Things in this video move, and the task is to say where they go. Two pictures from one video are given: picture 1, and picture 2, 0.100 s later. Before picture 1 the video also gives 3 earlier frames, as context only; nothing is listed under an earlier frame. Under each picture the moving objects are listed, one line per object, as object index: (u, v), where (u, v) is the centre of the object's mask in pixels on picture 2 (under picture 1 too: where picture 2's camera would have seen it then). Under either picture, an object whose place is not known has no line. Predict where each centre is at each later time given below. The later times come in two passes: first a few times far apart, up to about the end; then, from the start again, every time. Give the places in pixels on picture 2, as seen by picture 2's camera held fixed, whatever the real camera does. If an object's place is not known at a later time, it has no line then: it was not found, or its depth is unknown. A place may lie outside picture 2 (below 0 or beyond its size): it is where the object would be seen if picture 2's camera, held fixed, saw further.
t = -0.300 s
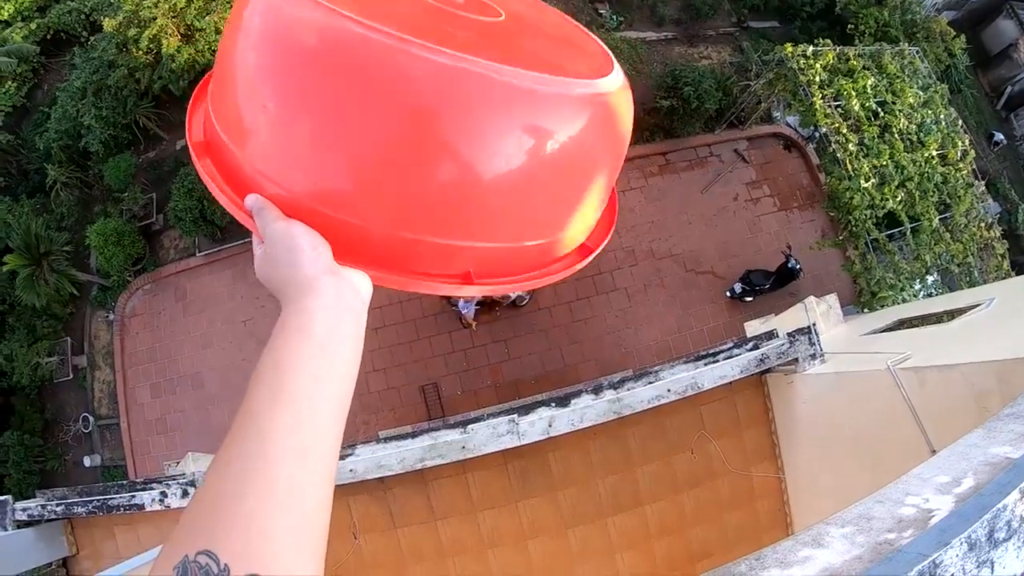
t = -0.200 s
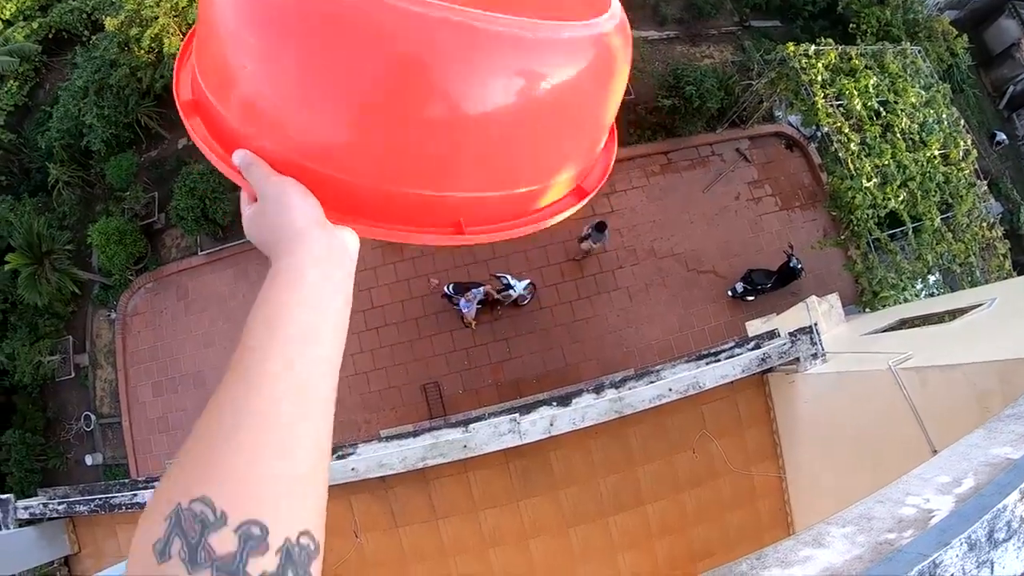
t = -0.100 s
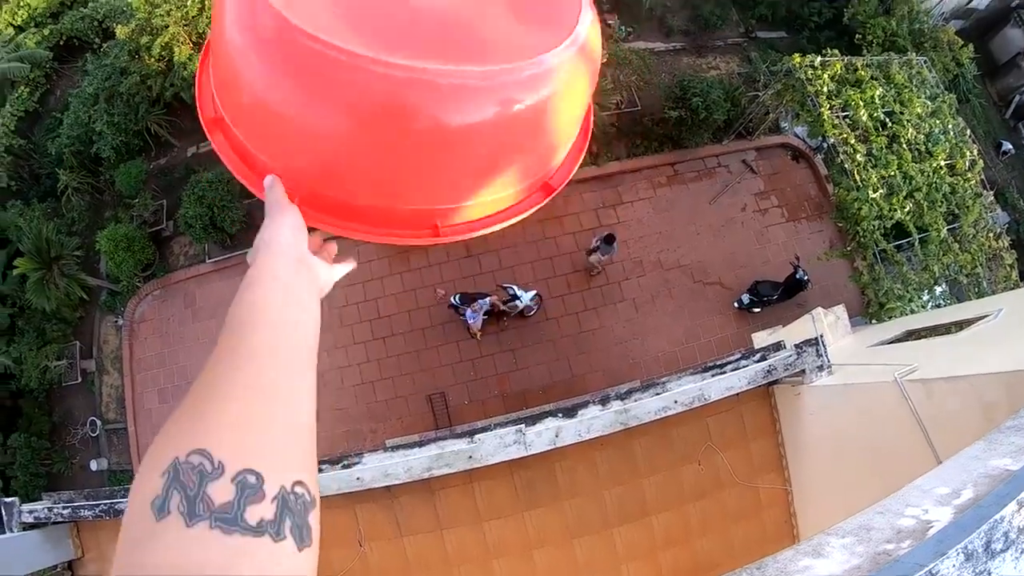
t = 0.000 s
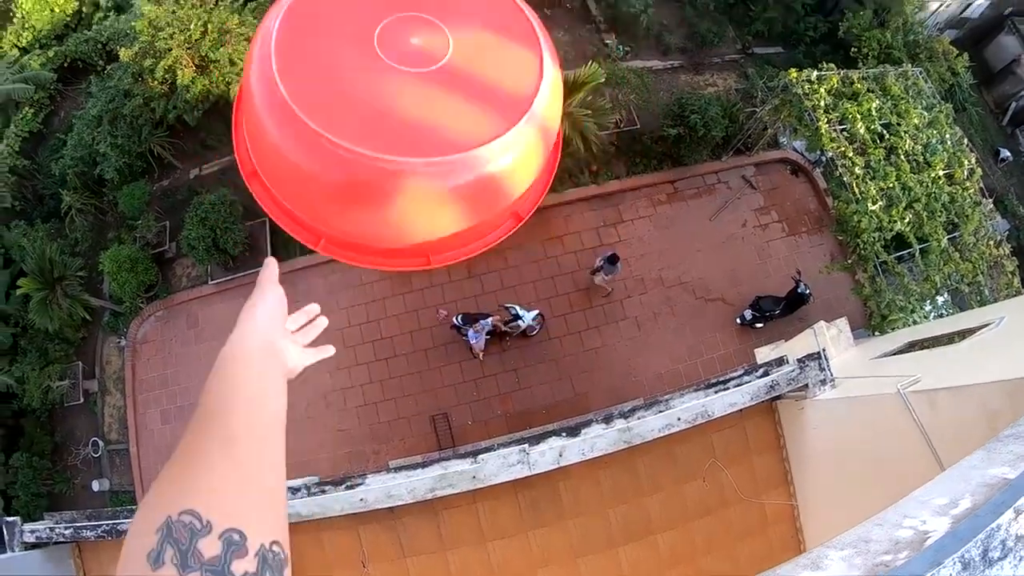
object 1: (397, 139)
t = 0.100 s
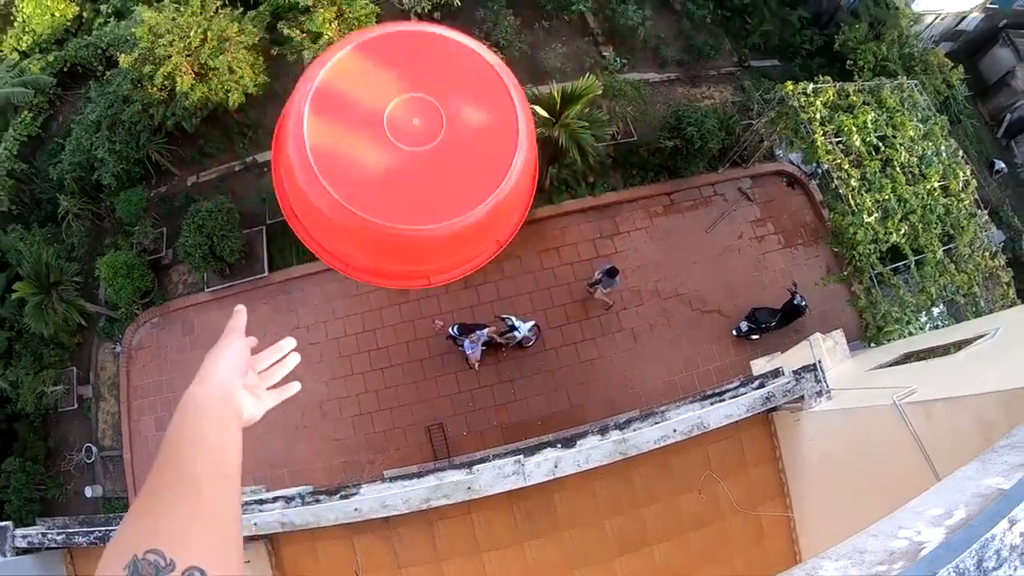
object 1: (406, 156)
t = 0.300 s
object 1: (438, 227)
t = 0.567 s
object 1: (479, 319)
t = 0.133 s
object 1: (410, 168)
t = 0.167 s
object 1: (415, 182)
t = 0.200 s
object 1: (421, 193)
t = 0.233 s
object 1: (427, 204)
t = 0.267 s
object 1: (433, 215)
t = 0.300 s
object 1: (438, 227)
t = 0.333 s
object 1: (443, 238)
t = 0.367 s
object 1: (449, 250)
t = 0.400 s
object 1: (455, 262)
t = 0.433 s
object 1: (460, 274)
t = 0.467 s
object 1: (465, 285)
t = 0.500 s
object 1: (470, 296)
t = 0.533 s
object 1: (475, 308)
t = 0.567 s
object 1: (479, 319)
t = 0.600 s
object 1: (483, 330)
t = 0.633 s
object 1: (486, 341)
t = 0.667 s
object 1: (489, 352)
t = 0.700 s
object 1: (491, 361)
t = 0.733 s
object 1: (492, 370)
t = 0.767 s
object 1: (494, 380)
